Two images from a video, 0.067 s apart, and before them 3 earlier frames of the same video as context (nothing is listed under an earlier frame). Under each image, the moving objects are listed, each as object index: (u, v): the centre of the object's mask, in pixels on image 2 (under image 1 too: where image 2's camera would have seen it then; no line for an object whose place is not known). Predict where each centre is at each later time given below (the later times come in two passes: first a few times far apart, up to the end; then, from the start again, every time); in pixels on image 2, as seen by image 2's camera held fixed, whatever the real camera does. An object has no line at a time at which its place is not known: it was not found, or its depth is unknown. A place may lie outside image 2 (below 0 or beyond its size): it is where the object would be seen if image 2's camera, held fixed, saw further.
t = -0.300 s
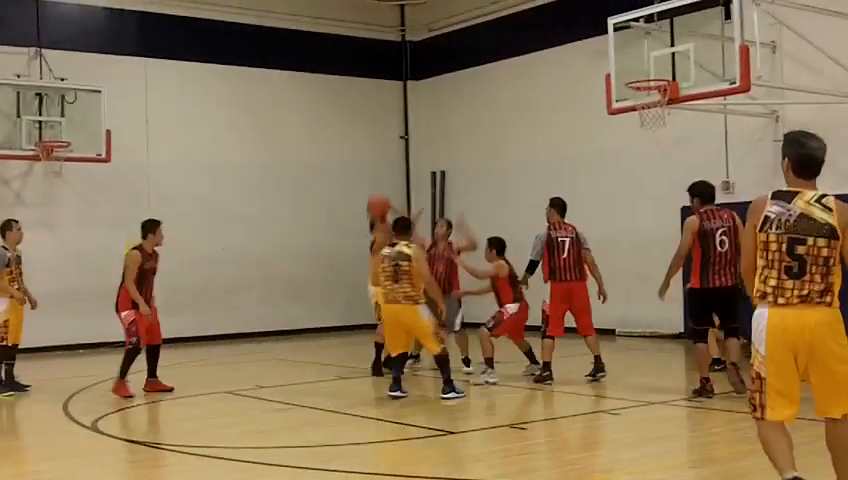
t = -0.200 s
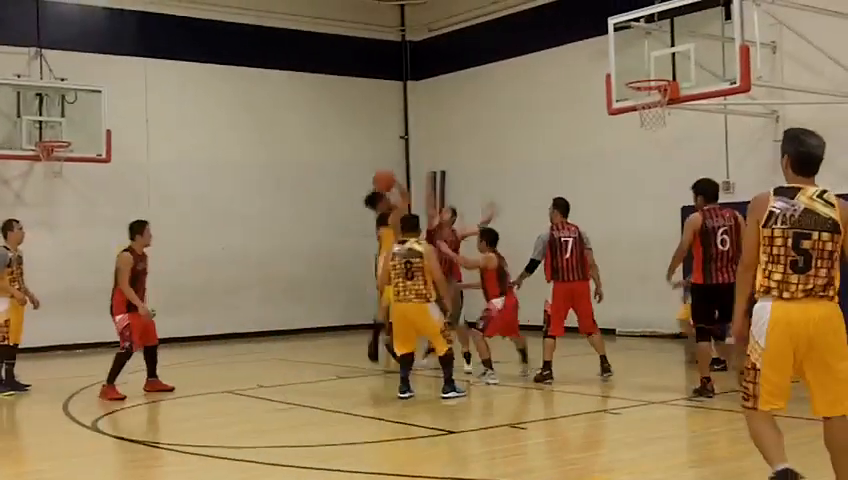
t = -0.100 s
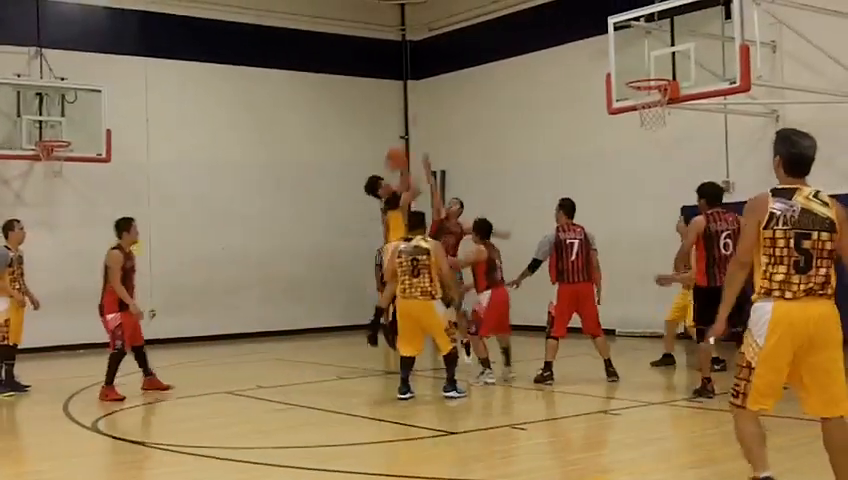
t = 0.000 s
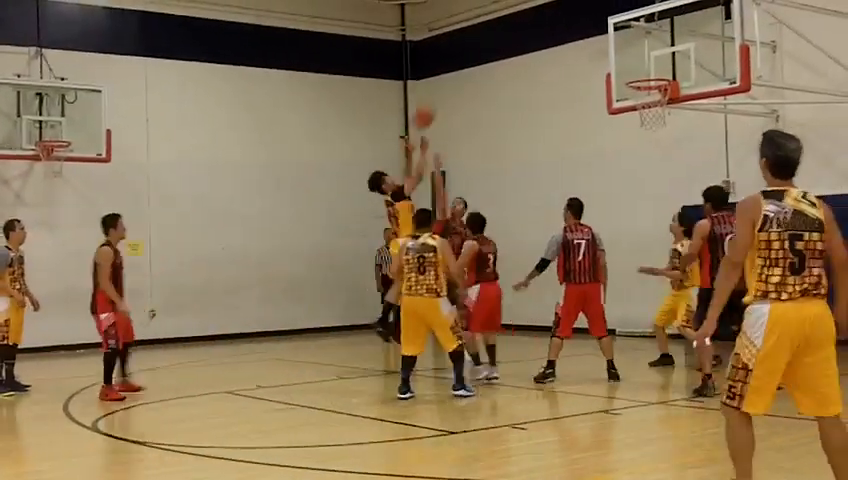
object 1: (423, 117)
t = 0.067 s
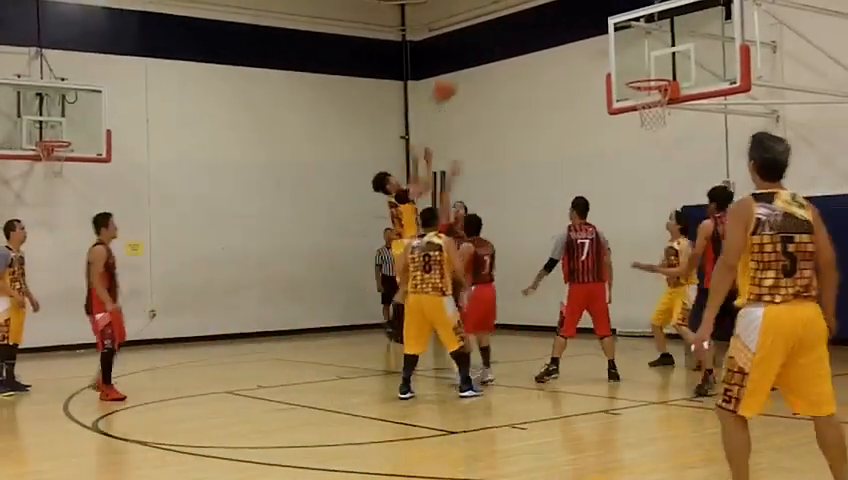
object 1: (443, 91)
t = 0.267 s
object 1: (505, 36)
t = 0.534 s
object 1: (589, 20)
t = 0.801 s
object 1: (658, 63)
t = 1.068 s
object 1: (640, 97)
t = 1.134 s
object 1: (639, 99)
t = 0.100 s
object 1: (454, 78)
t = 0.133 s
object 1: (465, 66)
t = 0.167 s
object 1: (474, 57)
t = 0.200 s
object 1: (485, 50)
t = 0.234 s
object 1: (495, 42)
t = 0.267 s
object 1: (505, 36)
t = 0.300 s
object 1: (516, 30)
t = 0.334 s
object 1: (526, 26)
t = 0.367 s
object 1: (537, 23)
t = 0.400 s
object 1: (547, 20)
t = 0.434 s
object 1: (558, 19)
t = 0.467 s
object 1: (569, 19)
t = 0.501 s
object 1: (578, 19)
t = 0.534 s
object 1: (589, 20)
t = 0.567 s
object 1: (597, 21)
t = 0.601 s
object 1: (610, 26)
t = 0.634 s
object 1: (621, 32)
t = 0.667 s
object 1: (632, 36)
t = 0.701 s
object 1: (641, 42)
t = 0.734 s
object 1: (652, 50)
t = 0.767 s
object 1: (660, 58)
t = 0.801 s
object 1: (658, 63)
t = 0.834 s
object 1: (657, 69)
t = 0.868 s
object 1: (655, 73)
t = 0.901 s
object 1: (653, 88)
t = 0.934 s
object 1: (647, 96)
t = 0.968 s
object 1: (646, 96)
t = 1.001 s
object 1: (644, 96)
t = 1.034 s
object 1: (643, 97)
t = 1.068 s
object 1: (640, 97)
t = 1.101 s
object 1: (640, 97)
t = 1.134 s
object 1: (639, 99)
